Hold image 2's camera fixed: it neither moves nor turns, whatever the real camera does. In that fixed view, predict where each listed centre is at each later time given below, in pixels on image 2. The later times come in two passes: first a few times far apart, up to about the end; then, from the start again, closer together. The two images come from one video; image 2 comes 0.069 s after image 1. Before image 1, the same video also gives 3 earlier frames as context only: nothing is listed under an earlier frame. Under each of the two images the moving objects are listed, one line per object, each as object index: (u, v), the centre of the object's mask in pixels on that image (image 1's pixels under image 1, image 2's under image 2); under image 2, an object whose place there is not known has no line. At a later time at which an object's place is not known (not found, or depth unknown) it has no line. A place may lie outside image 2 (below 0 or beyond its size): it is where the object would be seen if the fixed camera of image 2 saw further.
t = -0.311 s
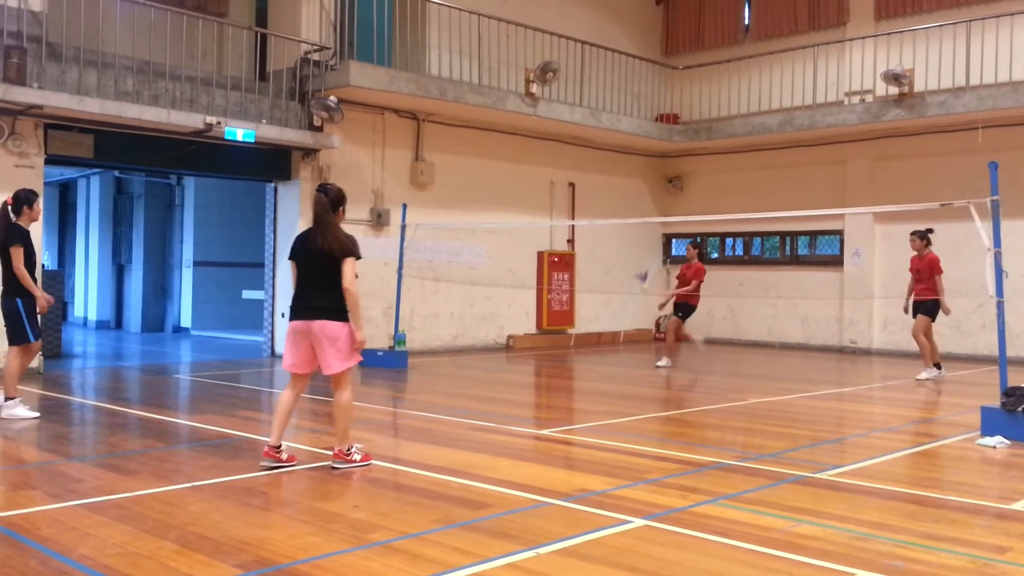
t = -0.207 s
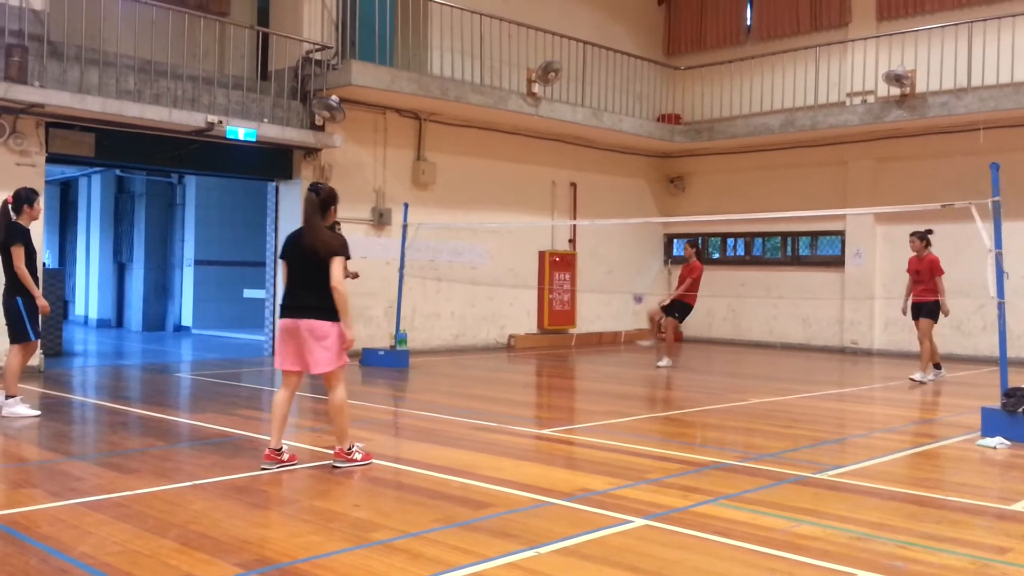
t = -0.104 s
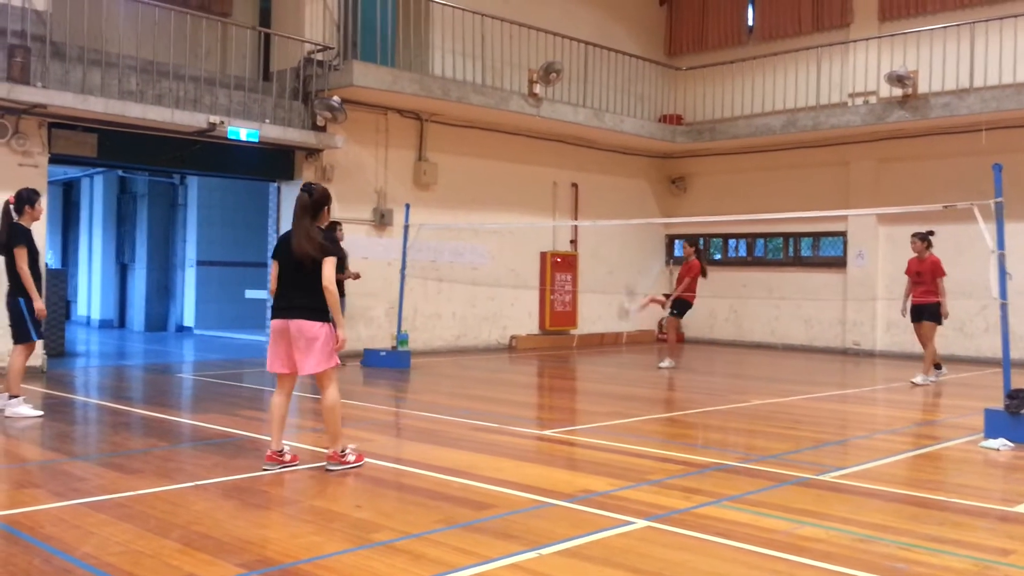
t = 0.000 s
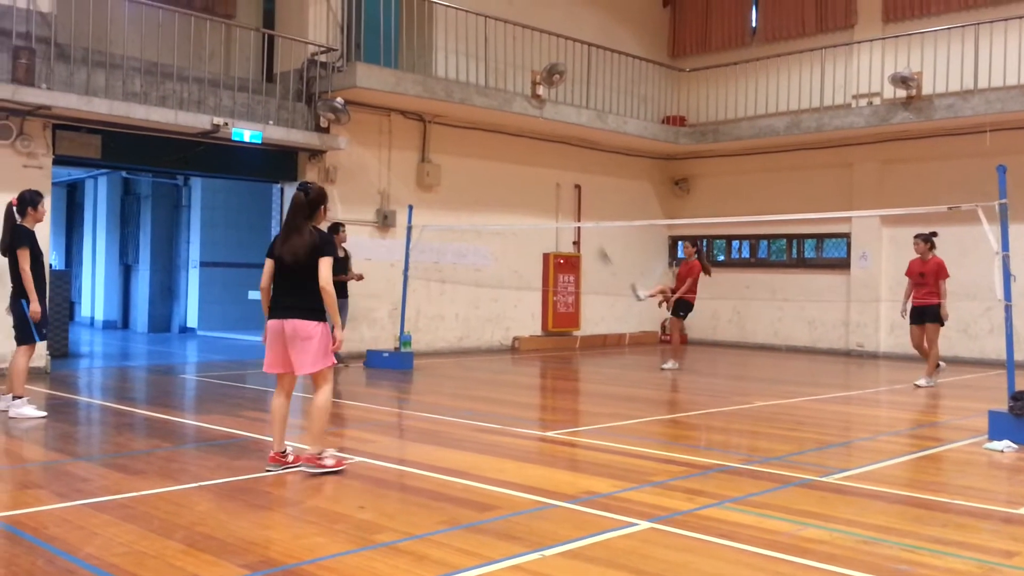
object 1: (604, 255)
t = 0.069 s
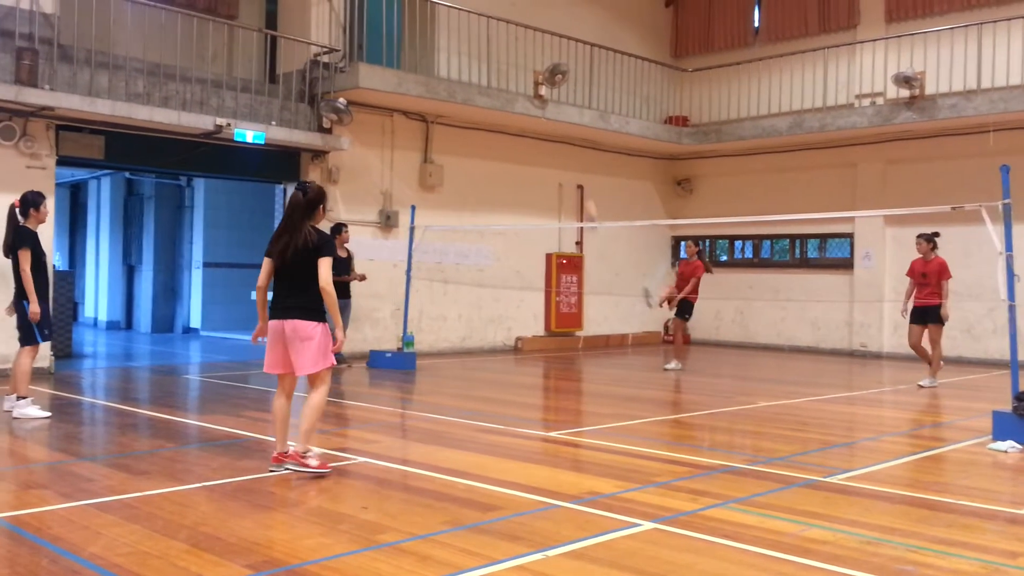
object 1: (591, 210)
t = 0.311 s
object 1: (523, 94)
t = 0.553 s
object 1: (450, 39)
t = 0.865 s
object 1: (325, 65)
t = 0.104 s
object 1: (583, 193)
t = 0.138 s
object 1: (575, 176)
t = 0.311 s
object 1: (523, 94)
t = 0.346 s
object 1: (513, 83)
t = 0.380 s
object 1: (503, 73)
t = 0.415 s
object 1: (493, 64)
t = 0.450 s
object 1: (483, 56)
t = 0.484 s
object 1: (472, 49)
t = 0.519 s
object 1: (462, 43)
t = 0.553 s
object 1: (450, 39)
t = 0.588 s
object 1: (438, 36)
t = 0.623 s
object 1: (426, 34)
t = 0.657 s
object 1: (413, 34)
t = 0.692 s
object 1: (399, 35)
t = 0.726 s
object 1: (386, 37)
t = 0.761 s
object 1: (372, 41)
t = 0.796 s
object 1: (357, 48)
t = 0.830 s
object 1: (342, 55)
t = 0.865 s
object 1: (325, 65)
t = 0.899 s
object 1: (309, 77)
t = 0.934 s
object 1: (291, 92)
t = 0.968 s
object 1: (273, 109)
